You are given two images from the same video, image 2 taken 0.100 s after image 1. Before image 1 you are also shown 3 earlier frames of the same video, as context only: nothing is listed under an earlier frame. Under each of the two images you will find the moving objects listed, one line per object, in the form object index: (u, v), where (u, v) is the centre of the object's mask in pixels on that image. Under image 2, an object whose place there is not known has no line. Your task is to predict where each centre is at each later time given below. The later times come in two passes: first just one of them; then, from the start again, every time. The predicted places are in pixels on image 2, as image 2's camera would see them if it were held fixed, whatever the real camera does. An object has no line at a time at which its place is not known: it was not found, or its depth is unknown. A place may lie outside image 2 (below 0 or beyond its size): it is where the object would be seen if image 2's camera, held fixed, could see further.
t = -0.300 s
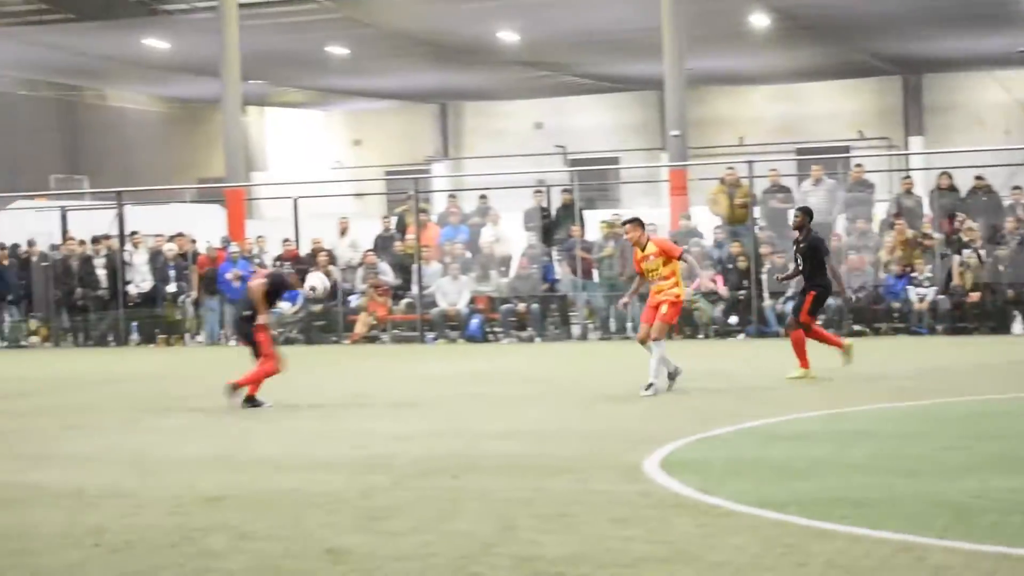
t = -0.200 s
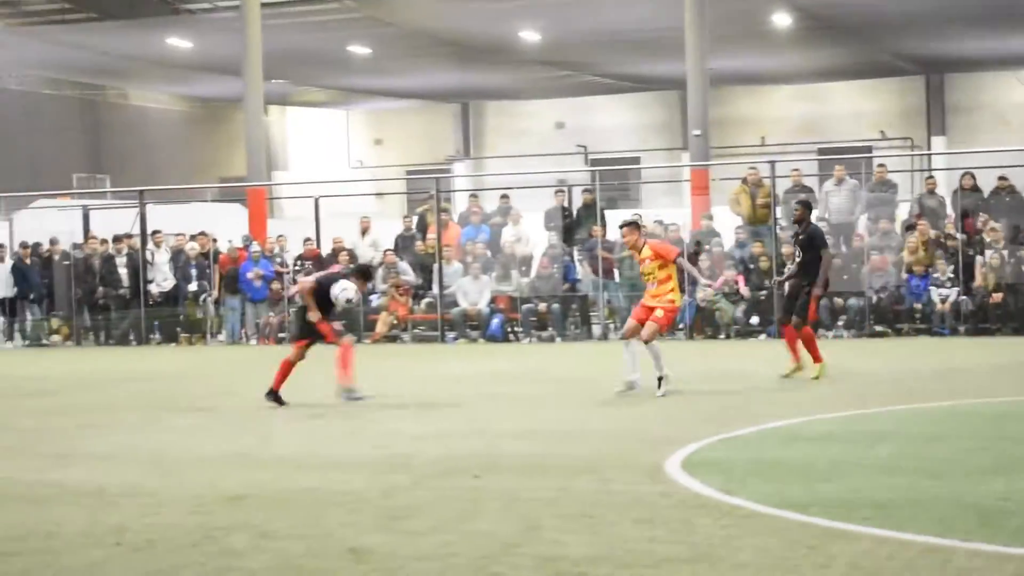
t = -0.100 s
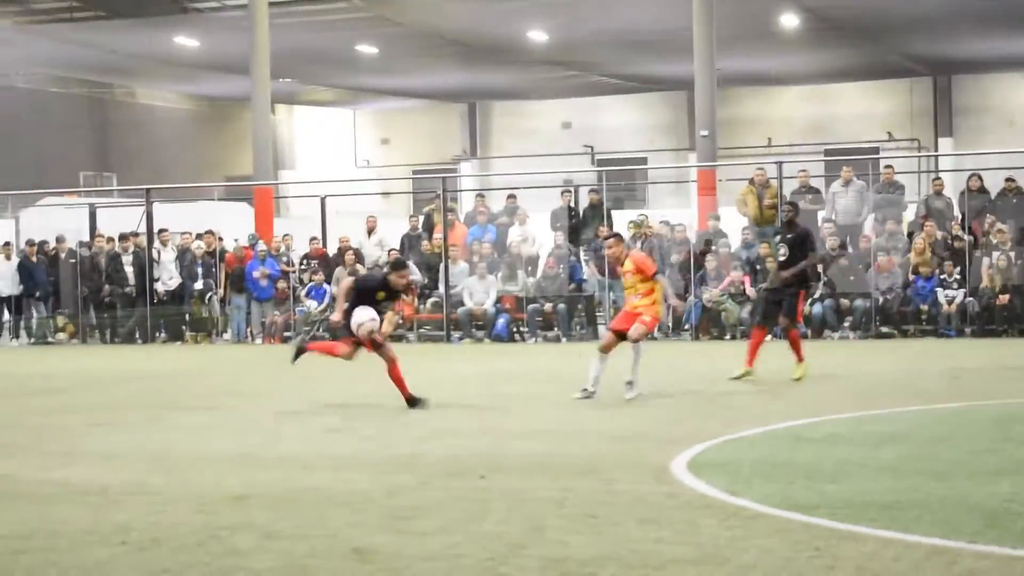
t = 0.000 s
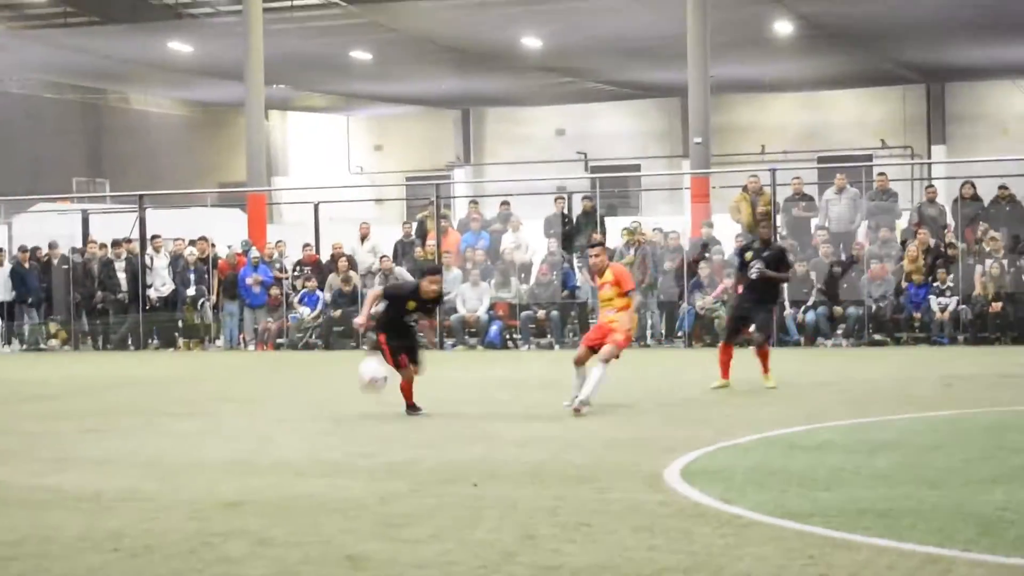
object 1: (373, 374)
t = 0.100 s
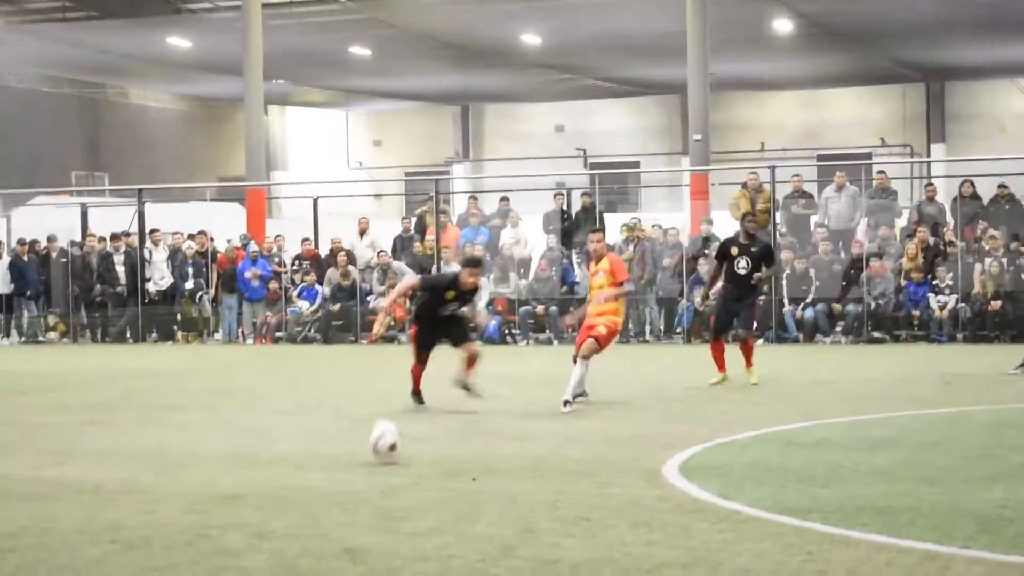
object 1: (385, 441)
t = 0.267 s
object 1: (364, 387)
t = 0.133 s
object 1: (385, 444)
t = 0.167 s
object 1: (380, 426)
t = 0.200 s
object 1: (375, 410)
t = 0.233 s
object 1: (369, 398)
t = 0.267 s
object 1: (364, 387)
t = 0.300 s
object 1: (357, 377)
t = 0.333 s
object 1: (349, 369)
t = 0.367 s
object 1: (344, 362)
